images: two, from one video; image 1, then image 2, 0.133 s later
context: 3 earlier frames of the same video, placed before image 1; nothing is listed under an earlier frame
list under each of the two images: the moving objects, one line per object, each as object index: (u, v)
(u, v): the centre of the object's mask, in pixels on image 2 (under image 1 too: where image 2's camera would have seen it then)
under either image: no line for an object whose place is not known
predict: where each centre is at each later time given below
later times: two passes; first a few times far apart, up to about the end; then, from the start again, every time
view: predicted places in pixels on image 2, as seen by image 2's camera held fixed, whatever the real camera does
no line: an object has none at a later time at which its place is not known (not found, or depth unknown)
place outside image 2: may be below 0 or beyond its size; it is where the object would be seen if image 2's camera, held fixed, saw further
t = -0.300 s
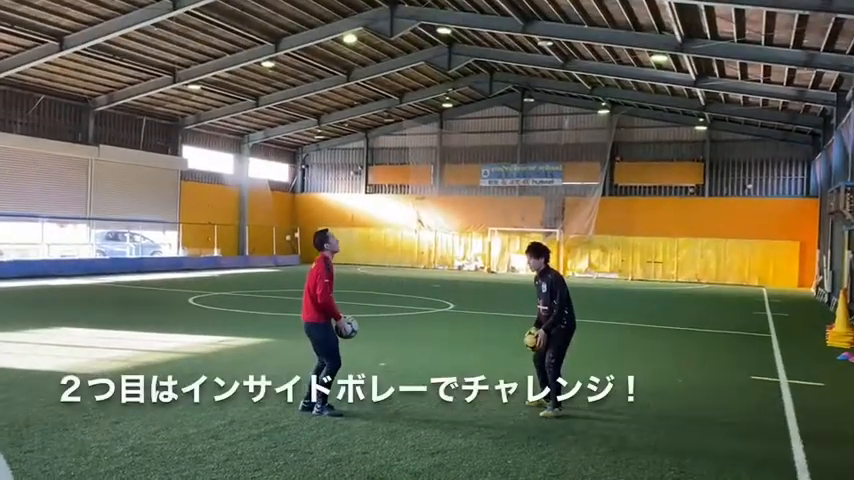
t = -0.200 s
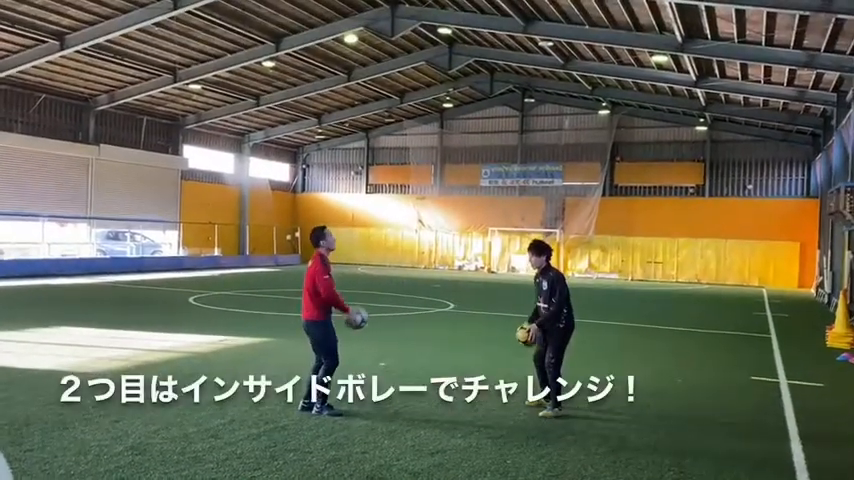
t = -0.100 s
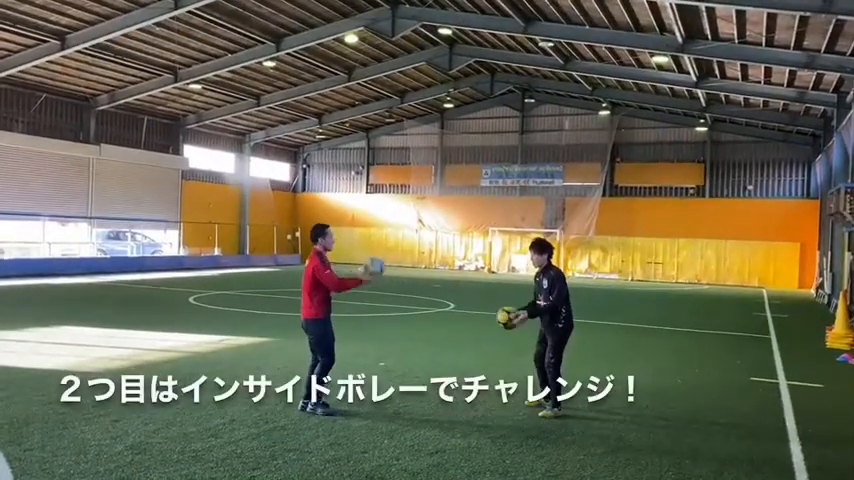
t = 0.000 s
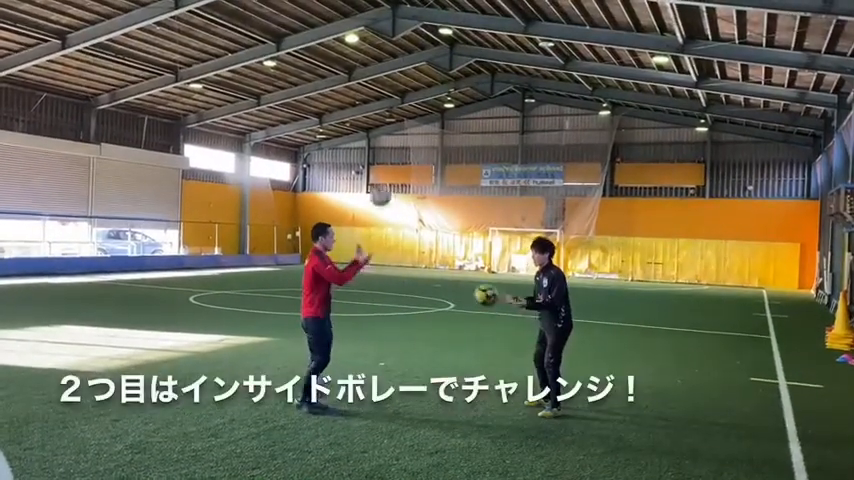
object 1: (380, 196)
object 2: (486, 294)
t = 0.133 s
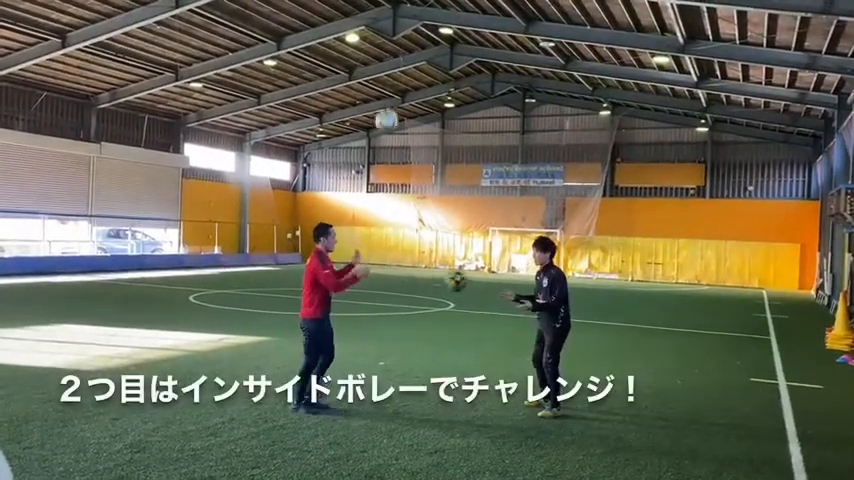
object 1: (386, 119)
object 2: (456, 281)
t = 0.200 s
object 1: (389, 89)
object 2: (440, 280)
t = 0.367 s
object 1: (395, 34)
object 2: (400, 299)
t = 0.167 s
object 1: (388, 104)
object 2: (449, 280)
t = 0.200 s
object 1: (389, 89)
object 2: (440, 280)
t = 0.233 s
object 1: (390, 76)
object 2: (431, 281)
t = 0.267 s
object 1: (392, 64)
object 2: (424, 284)
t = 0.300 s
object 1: (393, 52)
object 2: (416, 288)
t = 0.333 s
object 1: (394, 43)
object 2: (408, 292)
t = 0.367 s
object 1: (395, 34)
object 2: (400, 299)
